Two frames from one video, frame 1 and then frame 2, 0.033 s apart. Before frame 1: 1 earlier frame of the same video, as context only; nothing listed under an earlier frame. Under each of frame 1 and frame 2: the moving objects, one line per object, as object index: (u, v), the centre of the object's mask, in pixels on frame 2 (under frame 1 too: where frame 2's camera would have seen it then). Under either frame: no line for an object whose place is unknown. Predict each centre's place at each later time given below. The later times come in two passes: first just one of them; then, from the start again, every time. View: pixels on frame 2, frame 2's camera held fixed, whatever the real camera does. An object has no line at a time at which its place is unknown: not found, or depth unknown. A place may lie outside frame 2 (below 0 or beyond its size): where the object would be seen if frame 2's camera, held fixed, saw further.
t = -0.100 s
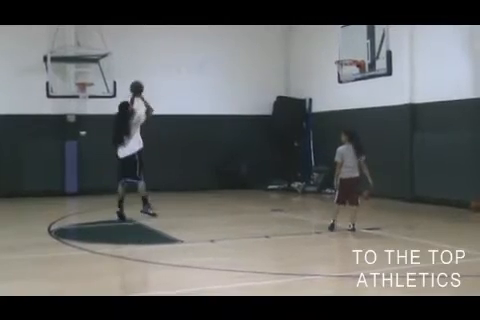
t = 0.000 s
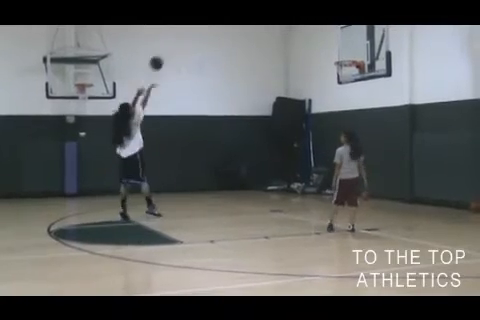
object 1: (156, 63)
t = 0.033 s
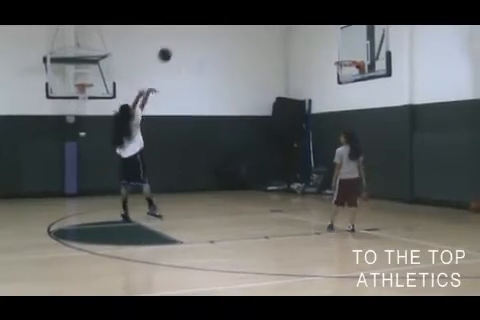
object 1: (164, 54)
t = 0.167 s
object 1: (198, 29)
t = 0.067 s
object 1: (173, 46)
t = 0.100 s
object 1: (181, 40)
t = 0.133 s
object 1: (189, 33)
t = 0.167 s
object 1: (198, 29)
